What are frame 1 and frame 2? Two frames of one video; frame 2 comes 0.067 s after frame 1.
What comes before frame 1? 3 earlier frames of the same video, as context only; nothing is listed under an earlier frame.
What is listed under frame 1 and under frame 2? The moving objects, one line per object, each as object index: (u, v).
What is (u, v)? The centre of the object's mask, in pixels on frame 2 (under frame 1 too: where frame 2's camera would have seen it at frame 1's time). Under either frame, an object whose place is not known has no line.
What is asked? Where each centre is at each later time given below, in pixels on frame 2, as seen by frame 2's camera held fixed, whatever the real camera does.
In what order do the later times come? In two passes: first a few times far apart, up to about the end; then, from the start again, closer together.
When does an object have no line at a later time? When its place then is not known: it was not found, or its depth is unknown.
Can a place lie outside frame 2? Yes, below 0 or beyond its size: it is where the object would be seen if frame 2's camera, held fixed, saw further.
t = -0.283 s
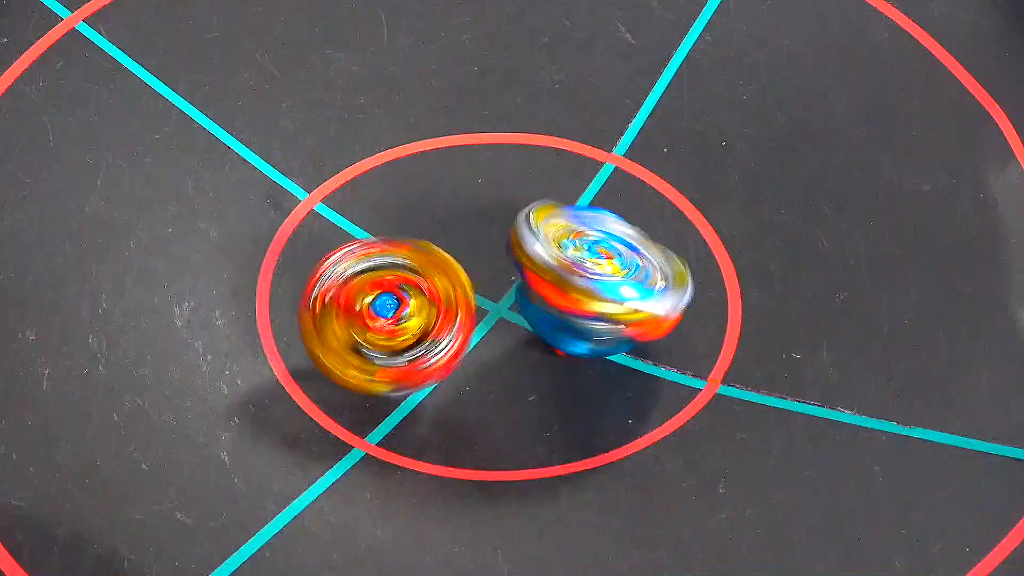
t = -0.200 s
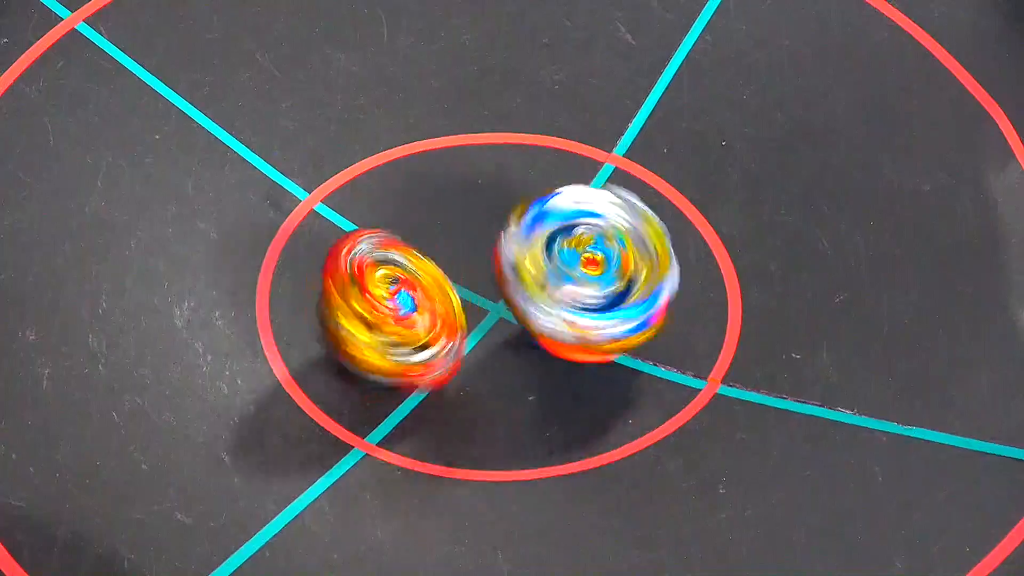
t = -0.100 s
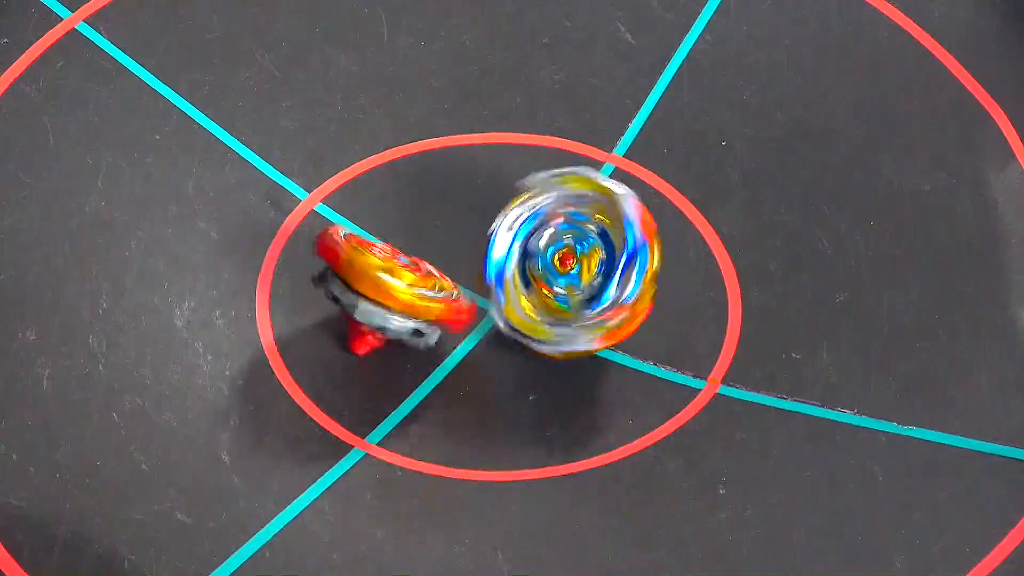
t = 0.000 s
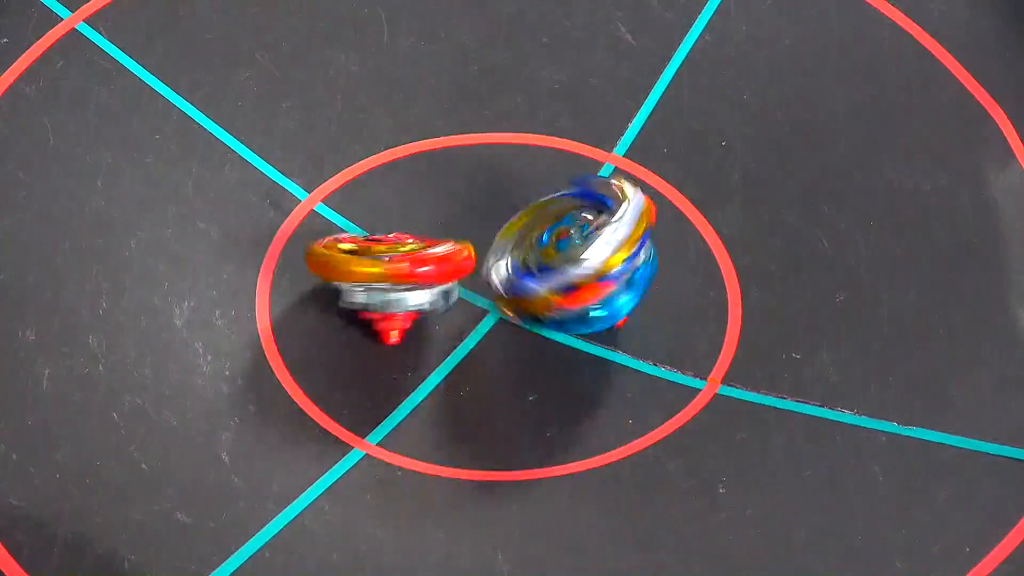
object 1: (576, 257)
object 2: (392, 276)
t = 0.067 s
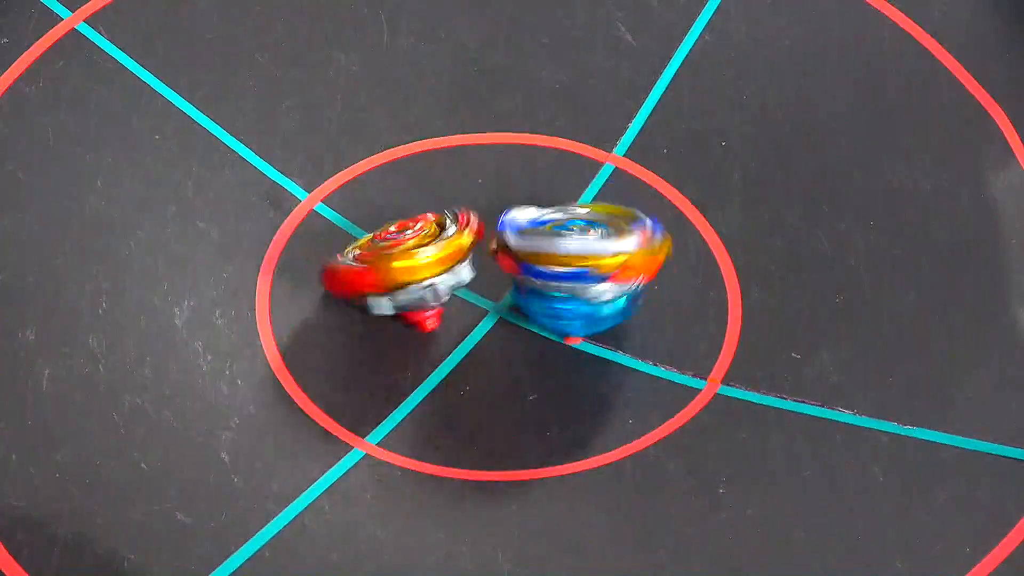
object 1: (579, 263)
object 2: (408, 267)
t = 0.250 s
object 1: (592, 265)
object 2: (426, 226)
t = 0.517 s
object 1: (576, 270)
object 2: (427, 219)
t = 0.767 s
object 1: (583, 273)
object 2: (426, 219)
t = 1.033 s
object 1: (577, 275)
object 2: (426, 219)
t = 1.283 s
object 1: (577, 274)
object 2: (425, 218)
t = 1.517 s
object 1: (576, 274)
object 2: (426, 219)
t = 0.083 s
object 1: (578, 263)
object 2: (412, 263)
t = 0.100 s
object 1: (579, 263)
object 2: (416, 260)
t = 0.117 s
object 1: (579, 263)
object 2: (422, 255)
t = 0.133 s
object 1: (580, 263)
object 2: (427, 252)
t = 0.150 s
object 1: (580, 264)
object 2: (430, 249)
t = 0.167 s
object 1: (581, 265)
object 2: (431, 246)
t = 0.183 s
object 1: (583, 267)
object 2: (429, 241)
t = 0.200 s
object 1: (585, 267)
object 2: (428, 237)
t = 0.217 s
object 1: (588, 267)
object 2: (426, 232)
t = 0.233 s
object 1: (590, 266)
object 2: (427, 229)
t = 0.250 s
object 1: (592, 265)
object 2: (426, 226)
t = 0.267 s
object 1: (594, 264)
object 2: (427, 225)
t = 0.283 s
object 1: (595, 262)
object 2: (428, 223)
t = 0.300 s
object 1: (594, 261)
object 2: (429, 222)
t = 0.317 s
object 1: (591, 259)
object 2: (430, 222)
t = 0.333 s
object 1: (589, 257)
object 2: (429, 222)
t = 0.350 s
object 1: (589, 256)
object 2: (427, 221)
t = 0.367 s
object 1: (589, 256)
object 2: (425, 221)
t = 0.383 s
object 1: (588, 257)
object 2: (424, 220)
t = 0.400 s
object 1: (587, 257)
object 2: (424, 220)
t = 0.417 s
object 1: (585, 258)
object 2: (425, 221)
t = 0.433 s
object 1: (583, 259)
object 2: (426, 220)
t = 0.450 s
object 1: (581, 261)
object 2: (427, 220)
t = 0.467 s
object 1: (580, 264)
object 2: (427, 219)
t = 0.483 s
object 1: (579, 266)
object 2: (427, 219)
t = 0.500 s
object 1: (577, 268)
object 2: (427, 219)
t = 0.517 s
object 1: (576, 270)
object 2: (427, 219)
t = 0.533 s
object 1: (575, 272)
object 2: (427, 219)
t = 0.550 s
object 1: (575, 273)
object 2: (427, 219)
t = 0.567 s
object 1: (574, 275)
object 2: (427, 219)
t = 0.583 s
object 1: (574, 275)
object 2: (427, 219)
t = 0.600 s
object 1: (574, 276)
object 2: (427, 219)
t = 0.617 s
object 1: (574, 277)
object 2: (427, 219)
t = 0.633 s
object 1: (575, 277)
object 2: (427, 219)
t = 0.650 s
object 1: (575, 277)
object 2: (427, 219)
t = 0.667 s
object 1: (576, 277)
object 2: (427, 219)
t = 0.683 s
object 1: (577, 276)
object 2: (427, 219)
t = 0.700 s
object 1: (578, 276)
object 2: (427, 219)
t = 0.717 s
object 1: (580, 275)
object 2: (427, 219)
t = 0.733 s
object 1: (581, 275)
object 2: (427, 219)
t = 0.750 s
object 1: (582, 274)
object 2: (427, 219)
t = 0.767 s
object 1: (583, 273)
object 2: (426, 219)
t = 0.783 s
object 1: (583, 273)
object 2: (427, 219)
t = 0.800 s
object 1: (583, 273)
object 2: (427, 219)
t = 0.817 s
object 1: (583, 272)
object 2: (427, 219)
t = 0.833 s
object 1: (583, 273)
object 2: (427, 219)
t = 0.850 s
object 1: (582, 273)
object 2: (427, 219)
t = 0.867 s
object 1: (581, 273)
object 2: (427, 219)
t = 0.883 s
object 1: (580, 273)
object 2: (426, 219)
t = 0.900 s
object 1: (578, 274)
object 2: (426, 219)
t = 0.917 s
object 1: (577, 275)
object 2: (426, 219)
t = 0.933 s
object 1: (576, 275)
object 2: (426, 219)
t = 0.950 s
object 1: (575, 276)
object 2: (426, 219)
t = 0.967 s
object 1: (575, 276)
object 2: (426, 219)
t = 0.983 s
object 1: (575, 276)
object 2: (426, 219)
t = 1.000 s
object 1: (575, 276)
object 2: (426, 219)
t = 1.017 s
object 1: (576, 275)
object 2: (426, 218)
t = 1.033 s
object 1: (577, 275)
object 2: (426, 219)
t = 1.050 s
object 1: (578, 274)
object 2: (426, 219)
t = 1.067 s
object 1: (579, 274)
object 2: (426, 219)
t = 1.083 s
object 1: (579, 273)
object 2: (426, 219)
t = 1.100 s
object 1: (580, 274)
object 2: (426, 219)
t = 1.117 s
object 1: (580, 273)
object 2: (426, 219)
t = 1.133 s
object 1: (580, 273)
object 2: (426, 219)
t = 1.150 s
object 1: (579, 273)
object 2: (426, 219)
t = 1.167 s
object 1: (578, 274)
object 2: (426, 219)
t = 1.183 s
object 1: (577, 274)
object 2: (426, 219)
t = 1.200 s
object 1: (576, 275)
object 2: (426, 219)
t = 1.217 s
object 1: (576, 275)
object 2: (426, 219)
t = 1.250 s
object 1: (576, 274)
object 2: (426, 218)
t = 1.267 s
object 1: (577, 274)
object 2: (426, 219)
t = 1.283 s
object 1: (577, 274)
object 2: (425, 218)
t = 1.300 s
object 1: (577, 274)
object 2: (426, 219)
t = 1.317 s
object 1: (577, 274)
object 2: (425, 218)
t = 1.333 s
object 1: (577, 274)
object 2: (426, 219)
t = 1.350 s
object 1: (576, 274)
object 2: (425, 219)
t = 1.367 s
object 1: (576, 274)
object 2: (426, 219)
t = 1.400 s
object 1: (576, 274)
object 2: (426, 219)
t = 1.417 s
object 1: (576, 274)
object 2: (425, 219)
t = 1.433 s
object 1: (577, 274)
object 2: (425, 219)
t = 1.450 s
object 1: (576, 274)
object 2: (425, 219)
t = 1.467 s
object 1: (576, 274)
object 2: (426, 219)
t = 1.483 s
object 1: (576, 274)
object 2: (426, 219)
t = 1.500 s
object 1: (576, 275)
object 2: (426, 219)
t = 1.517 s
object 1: (576, 274)
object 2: (426, 219)
